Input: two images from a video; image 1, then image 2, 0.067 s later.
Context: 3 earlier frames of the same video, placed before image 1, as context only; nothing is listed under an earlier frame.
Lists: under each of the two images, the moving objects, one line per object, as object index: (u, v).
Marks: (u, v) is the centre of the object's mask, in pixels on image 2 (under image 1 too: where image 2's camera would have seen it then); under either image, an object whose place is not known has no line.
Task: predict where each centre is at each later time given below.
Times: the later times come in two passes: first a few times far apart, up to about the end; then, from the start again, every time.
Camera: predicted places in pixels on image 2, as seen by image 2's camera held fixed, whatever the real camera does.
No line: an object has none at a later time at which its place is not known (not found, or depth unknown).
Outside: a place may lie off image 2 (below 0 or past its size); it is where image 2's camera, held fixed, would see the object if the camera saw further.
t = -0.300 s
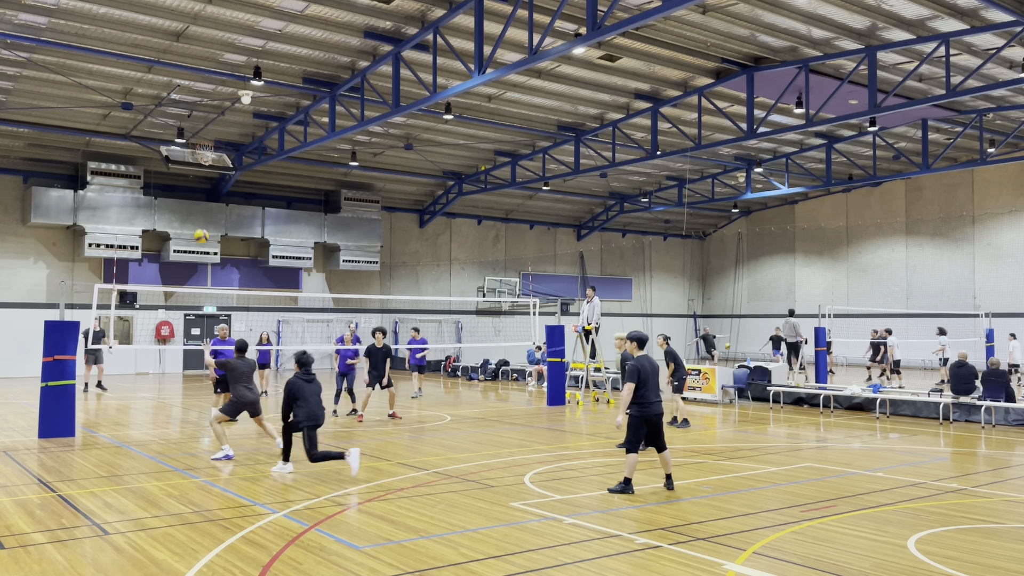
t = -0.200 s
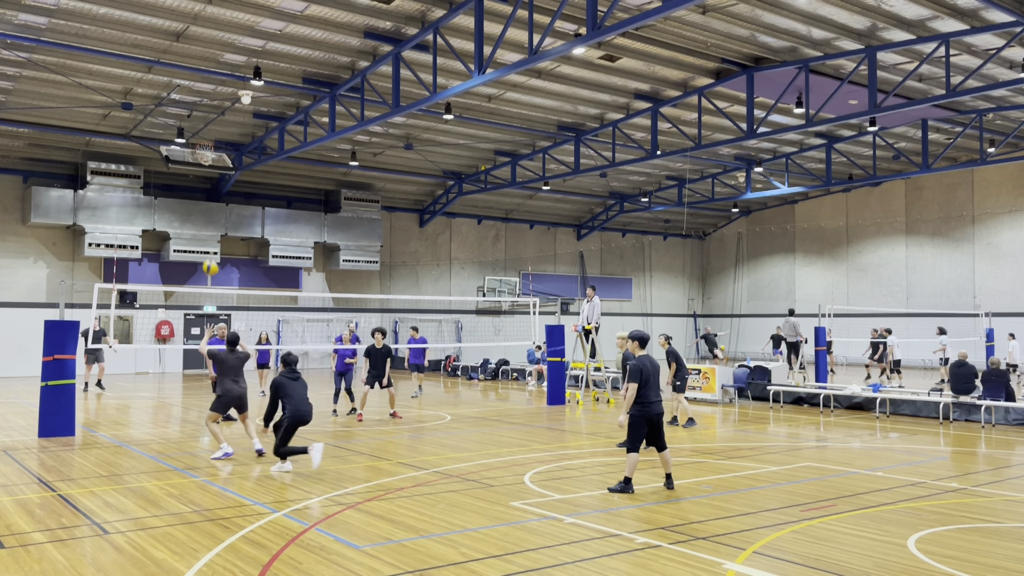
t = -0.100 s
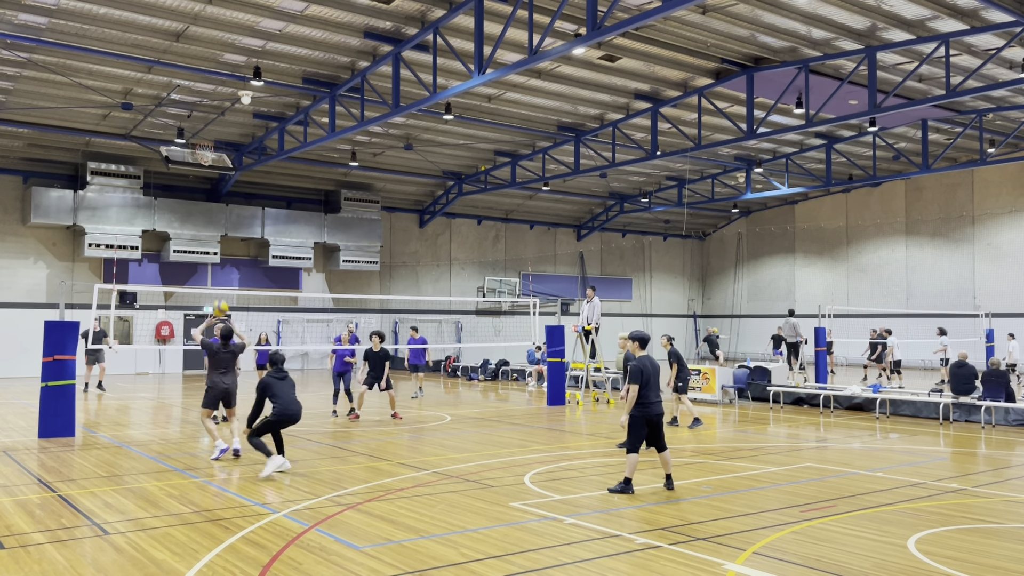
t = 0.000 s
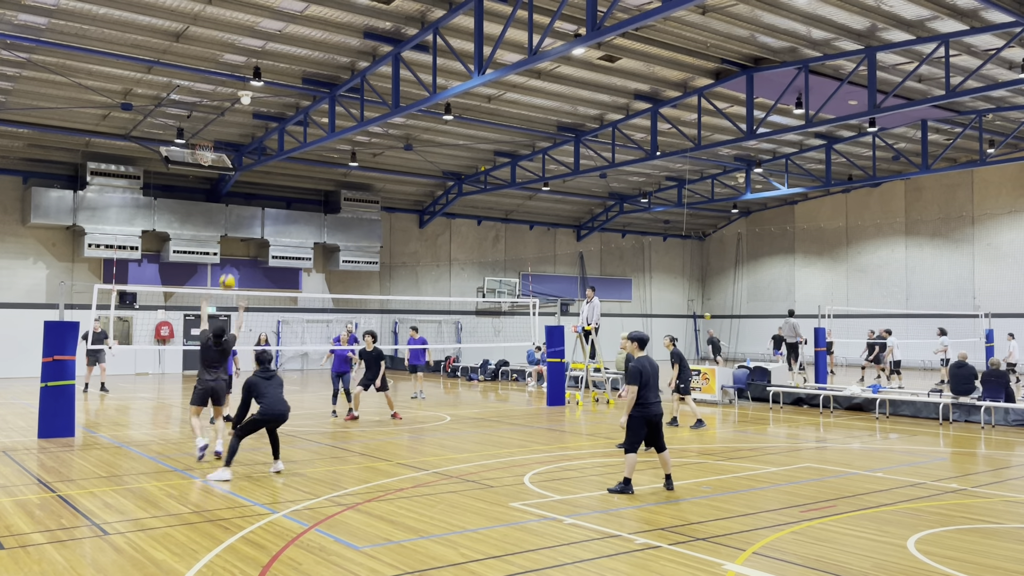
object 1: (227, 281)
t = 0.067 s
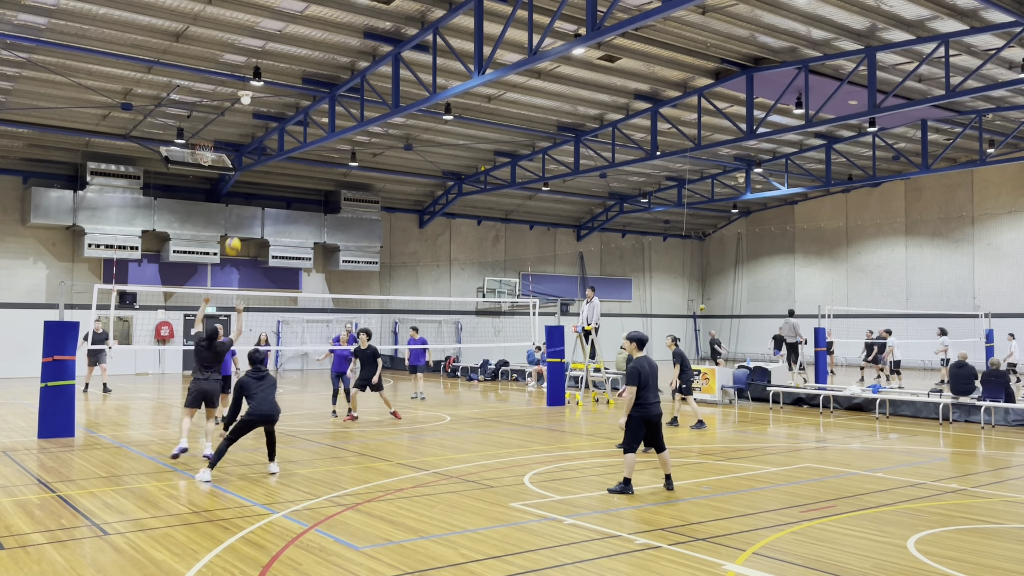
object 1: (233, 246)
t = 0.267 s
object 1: (247, 163)
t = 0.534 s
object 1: (261, 104)
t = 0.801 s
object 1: (272, 94)
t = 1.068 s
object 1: (283, 126)
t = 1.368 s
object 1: (292, 206)
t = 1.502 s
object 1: (296, 254)
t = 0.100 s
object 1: (235, 230)
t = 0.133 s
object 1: (238, 214)
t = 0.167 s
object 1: (240, 200)
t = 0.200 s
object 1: (242, 187)
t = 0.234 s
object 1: (245, 175)
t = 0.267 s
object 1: (247, 163)
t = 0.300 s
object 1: (249, 153)
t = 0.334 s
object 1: (251, 143)
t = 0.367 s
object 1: (253, 135)
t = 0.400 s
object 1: (255, 127)
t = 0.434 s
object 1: (256, 120)
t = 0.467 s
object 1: (258, 114)
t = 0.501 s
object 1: (259, 109)
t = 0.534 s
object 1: (261, 104)
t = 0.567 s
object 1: (263, 100)
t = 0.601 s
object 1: (264, 97)
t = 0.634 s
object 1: (265, 95)
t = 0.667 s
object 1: (267, 93)
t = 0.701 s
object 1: (268, 92)
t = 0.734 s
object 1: (270, 92)
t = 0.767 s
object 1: (271, 93)
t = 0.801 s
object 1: (272, 94)
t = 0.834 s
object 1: (274, 96)
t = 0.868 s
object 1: (275, 98)
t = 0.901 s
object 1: (276, 101)
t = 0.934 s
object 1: (278, 105)
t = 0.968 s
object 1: (279, 109)
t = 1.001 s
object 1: (280, 114)
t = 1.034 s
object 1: (281, 120)
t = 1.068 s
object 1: (283, 126)
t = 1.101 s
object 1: (284, 133)
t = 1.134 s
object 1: (285, 140)
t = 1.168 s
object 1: (286, 148)
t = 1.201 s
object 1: (287, 157)
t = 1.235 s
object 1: (288, 165)
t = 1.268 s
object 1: (289, 175)
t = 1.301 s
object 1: (290, 185)
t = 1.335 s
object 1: (291, 195)
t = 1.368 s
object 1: (292, 206)
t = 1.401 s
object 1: (293, 217)
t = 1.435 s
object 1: (295, 229)
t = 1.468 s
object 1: (296, 241)
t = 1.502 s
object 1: (296, 254)
